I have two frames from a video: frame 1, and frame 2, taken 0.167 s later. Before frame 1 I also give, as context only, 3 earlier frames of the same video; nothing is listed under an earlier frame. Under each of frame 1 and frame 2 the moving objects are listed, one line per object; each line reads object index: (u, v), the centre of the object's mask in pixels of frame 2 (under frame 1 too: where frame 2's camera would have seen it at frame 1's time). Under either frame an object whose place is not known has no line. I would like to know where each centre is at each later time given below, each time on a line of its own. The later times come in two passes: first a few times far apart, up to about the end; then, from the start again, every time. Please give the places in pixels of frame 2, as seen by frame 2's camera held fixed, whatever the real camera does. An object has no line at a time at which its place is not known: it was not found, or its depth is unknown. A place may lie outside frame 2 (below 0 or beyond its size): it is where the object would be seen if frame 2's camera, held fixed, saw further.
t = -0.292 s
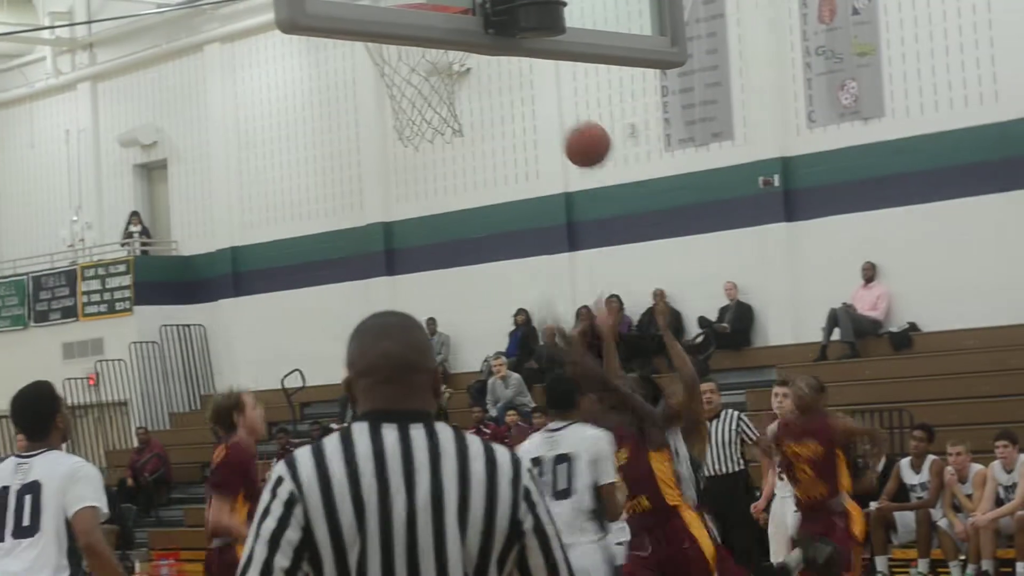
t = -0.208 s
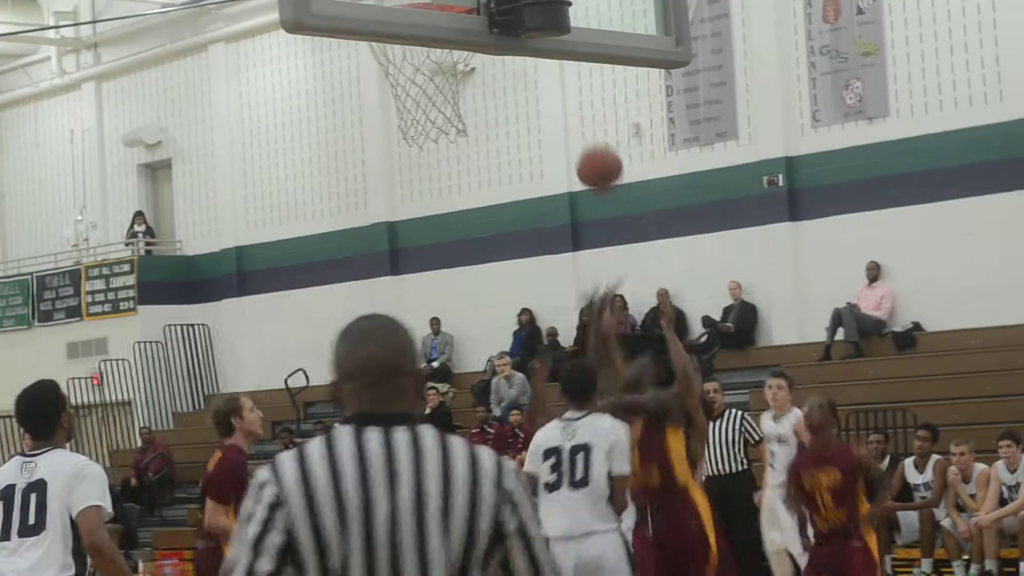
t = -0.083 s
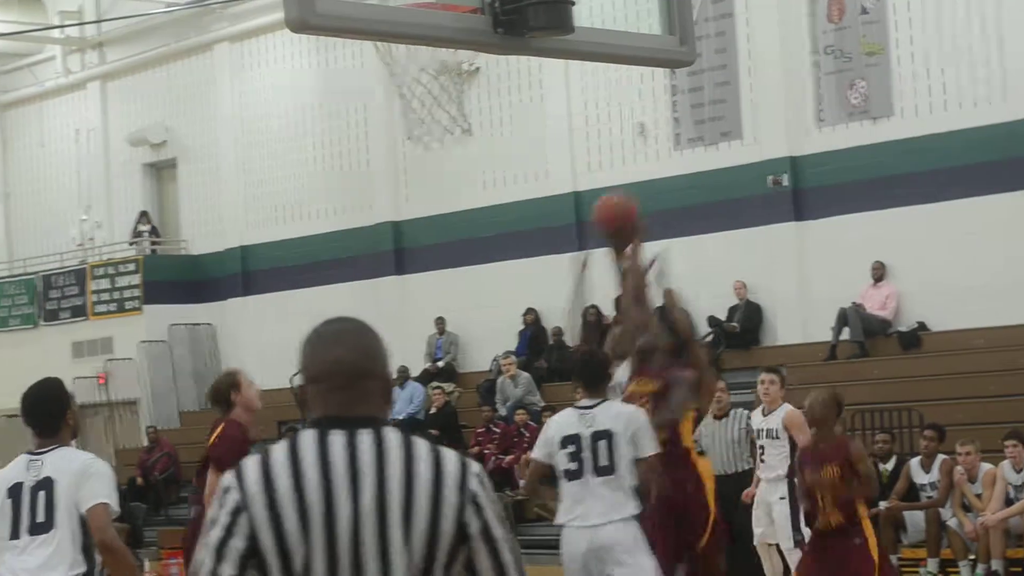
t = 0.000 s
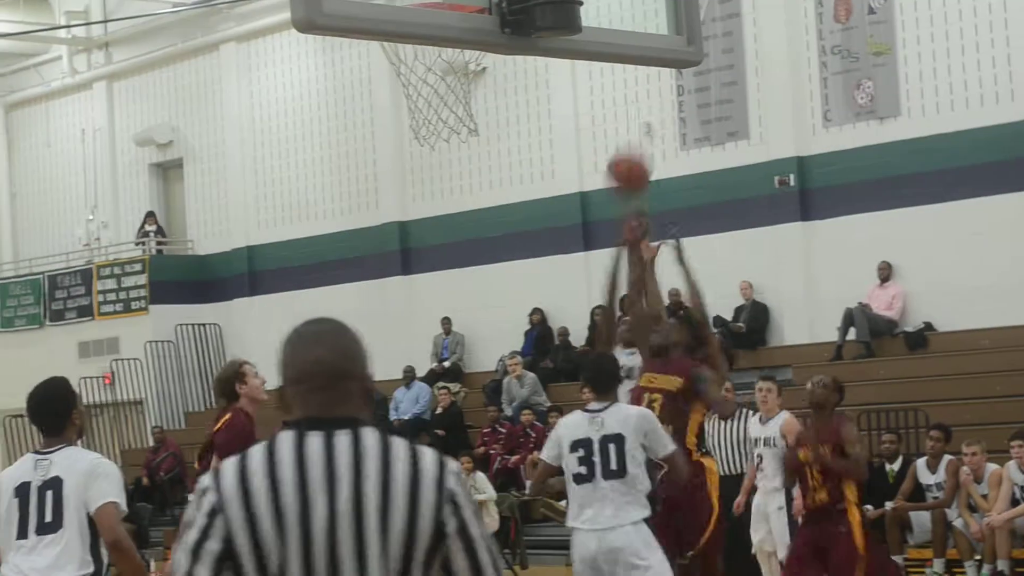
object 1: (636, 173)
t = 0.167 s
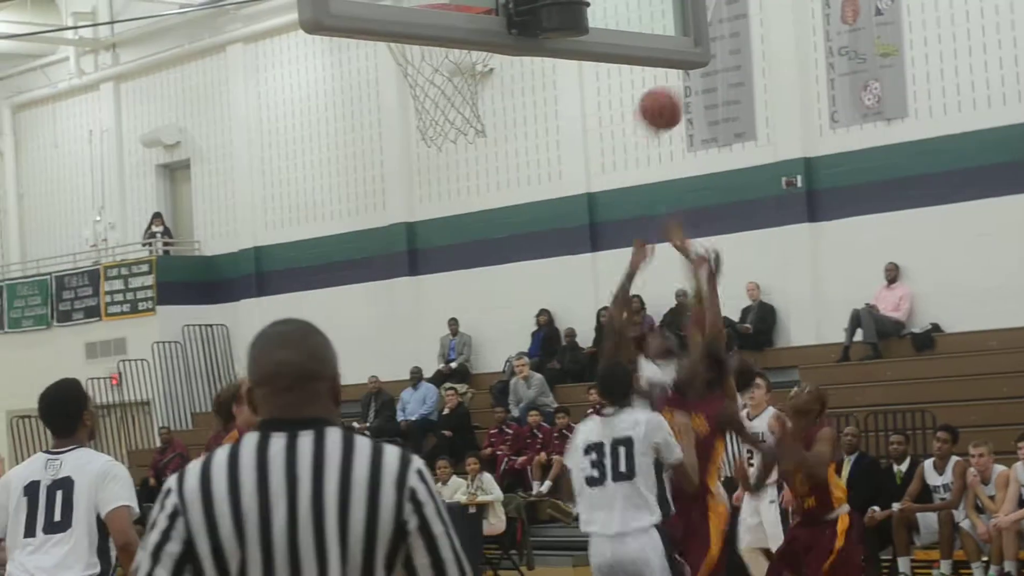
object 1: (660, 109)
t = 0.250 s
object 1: (674, 97)
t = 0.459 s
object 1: (712, 120)
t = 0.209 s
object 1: (668, 101)
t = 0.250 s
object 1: (674, 97)
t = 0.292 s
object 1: (681, 96)
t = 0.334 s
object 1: (688, 97)
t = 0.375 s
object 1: (696, 102)
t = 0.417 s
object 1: (704, 108)
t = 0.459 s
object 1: (712, 120)
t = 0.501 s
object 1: (717, 134)
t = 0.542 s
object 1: (726, 151)
